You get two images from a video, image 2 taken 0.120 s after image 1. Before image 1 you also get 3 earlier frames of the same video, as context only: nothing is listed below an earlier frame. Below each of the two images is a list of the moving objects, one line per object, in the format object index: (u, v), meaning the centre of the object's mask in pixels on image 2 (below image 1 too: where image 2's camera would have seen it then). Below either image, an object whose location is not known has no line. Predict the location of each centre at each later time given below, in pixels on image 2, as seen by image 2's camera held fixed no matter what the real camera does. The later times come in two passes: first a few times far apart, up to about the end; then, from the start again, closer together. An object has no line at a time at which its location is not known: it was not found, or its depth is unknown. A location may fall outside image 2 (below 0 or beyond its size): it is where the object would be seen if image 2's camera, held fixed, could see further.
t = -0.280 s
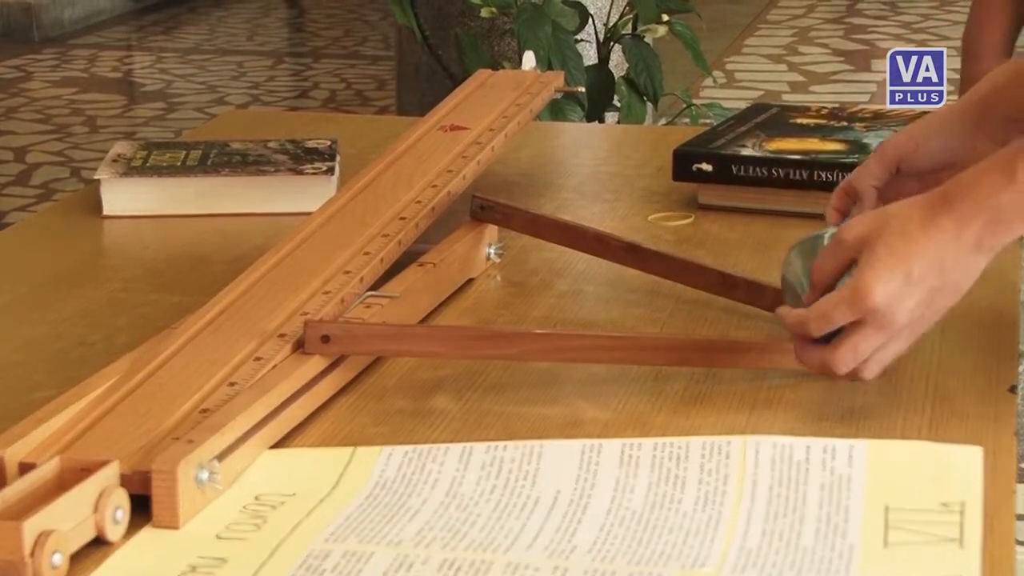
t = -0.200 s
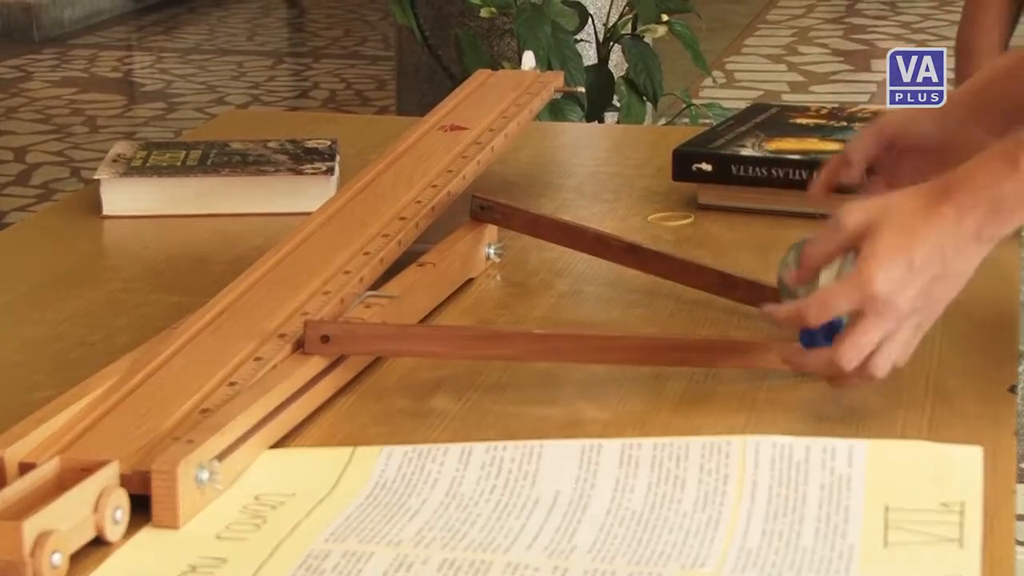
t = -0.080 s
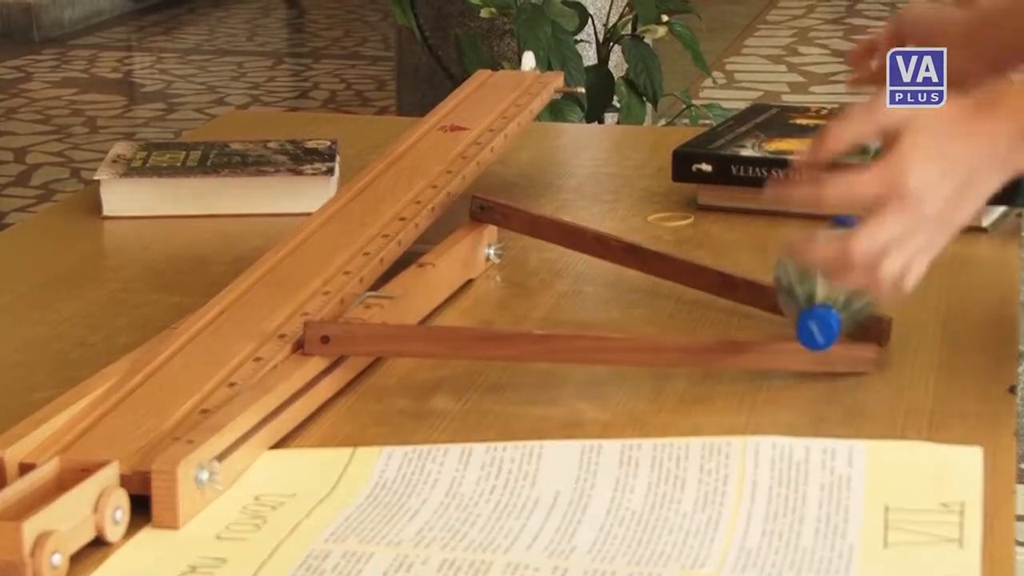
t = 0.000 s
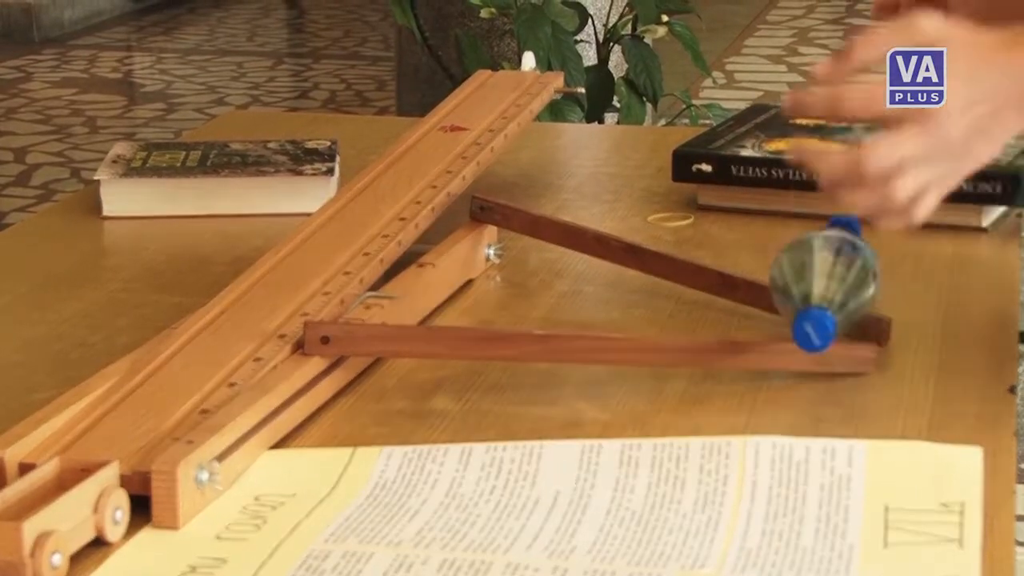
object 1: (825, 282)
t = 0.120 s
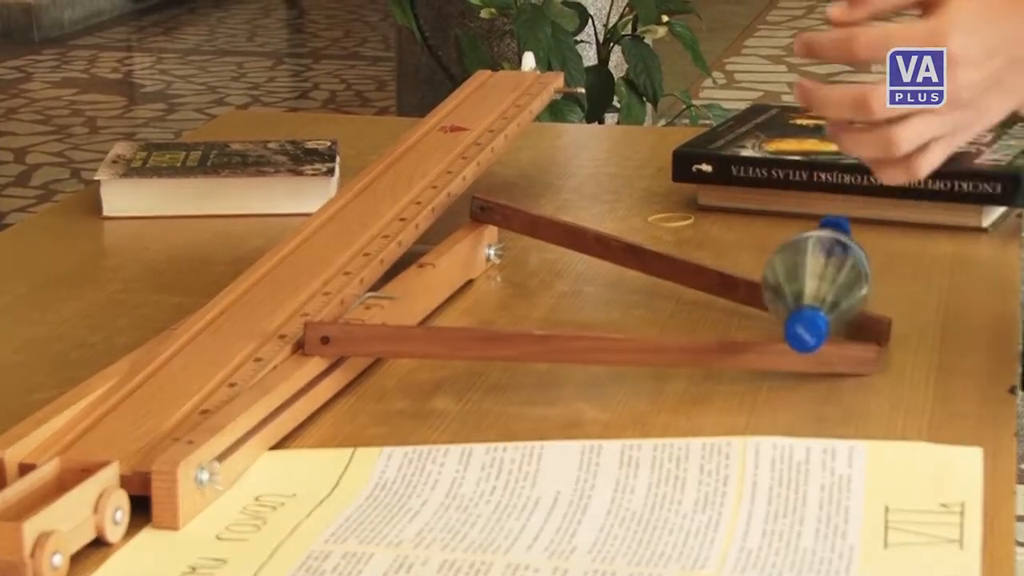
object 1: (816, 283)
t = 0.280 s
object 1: (800, 284)
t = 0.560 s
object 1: (755, 284)
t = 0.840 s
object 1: (691, 280)
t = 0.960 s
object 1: (675, 280)
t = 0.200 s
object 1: (809, 284)
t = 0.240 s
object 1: (805, 284)
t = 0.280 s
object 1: (800, 284)
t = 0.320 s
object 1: (795, 284)
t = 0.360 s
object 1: (790, 284)
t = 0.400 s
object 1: (784, 283)
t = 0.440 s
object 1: (777, 284)
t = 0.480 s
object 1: (770, 283)
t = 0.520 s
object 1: (763, 283)
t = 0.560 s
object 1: (755, 284)
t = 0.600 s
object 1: (745, 283)
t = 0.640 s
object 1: (736, 282)
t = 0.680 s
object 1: (727, 282)
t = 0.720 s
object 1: (717, 281)
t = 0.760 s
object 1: (708, 280)
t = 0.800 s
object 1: (698, 280)
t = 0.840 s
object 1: (691, 280)
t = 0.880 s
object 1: (684, 280)
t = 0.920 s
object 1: (679, 280)
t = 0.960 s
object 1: (675, 280)
